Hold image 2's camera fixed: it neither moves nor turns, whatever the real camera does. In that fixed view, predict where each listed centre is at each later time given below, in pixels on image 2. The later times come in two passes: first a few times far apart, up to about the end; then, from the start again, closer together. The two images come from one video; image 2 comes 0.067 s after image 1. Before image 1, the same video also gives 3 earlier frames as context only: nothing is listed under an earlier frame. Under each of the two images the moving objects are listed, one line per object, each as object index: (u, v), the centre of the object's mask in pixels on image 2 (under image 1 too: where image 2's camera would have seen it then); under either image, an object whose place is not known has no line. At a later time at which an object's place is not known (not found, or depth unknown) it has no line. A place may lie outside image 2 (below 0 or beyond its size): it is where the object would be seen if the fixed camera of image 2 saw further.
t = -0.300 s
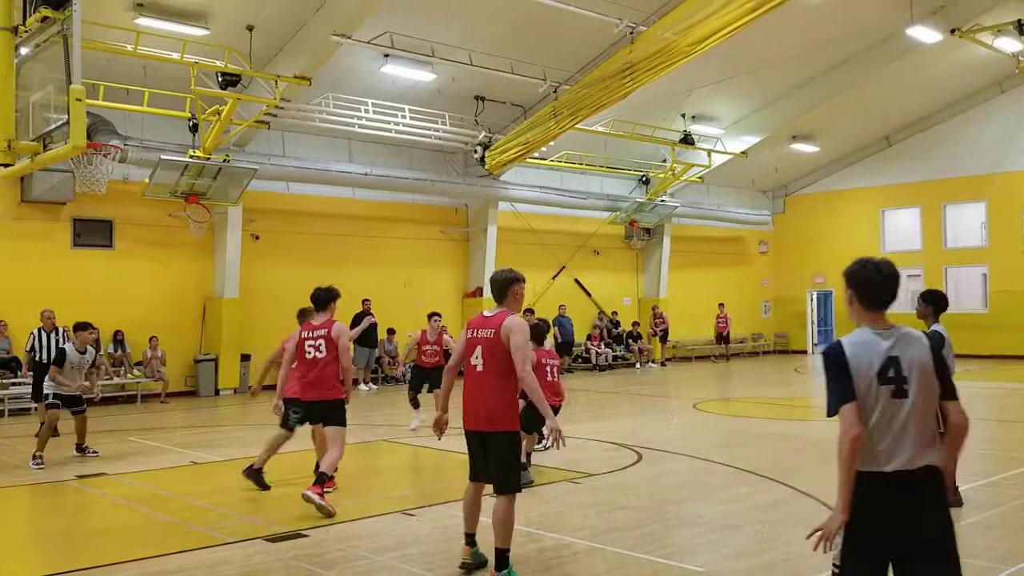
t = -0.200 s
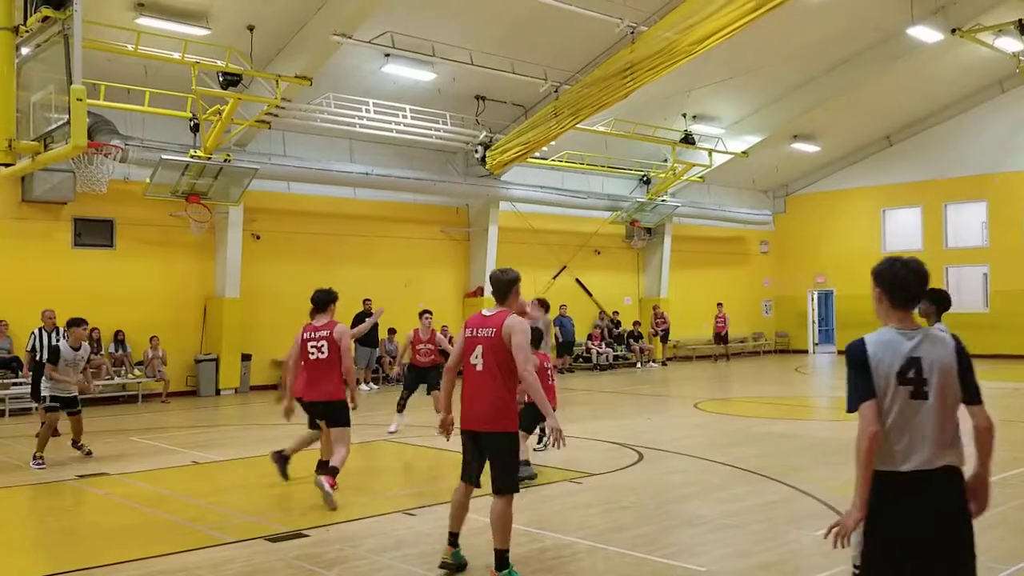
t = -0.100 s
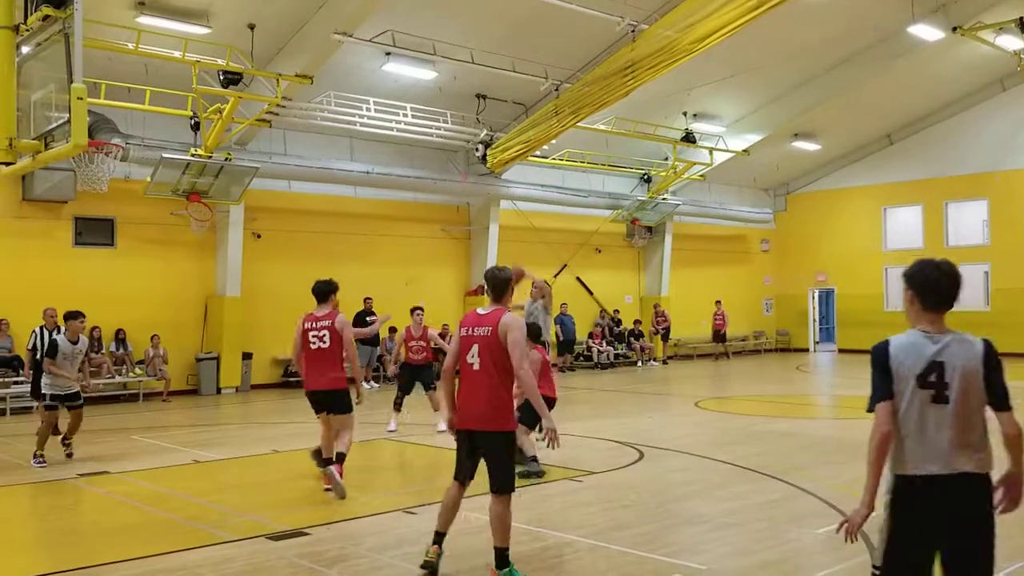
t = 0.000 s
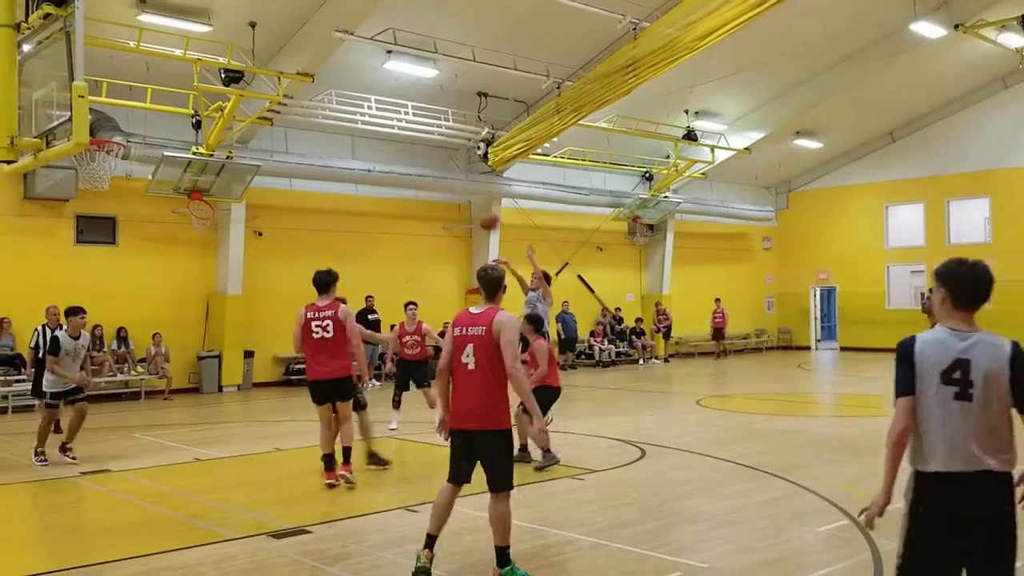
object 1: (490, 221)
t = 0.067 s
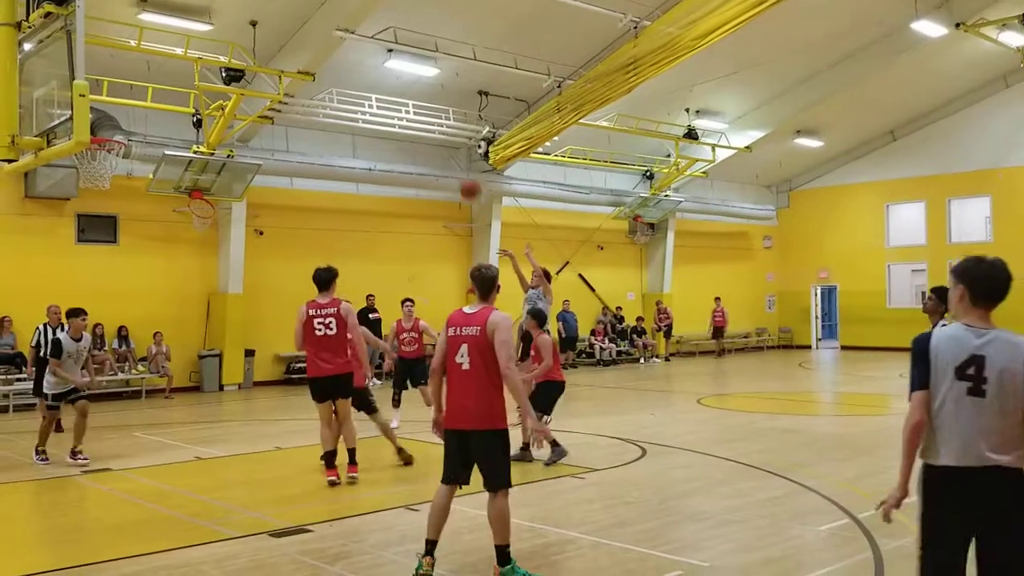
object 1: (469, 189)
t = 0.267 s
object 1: (407, 112)
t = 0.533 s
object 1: (313, 53)
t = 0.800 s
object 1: (204, 62)
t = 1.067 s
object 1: (81, 158)
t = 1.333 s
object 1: (85, 203)
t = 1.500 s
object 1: (95, 269)
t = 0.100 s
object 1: (459, 175)
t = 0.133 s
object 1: (450, 162)
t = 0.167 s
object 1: (438, 148)
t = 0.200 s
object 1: (429, 135)
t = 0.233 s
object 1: (417, 123)
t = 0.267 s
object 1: (407, 112)
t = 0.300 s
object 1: (396, 101)
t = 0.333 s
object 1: (384, 91)
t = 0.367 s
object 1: (373, 82)
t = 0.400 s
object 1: (362, 74)
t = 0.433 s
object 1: (350, 68)
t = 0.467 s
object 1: (337, 62)
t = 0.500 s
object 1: (325, 57)
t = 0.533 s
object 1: (313, 53)
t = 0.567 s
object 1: (300, 51)
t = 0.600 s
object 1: (287, 49)
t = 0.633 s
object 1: (274, 48)
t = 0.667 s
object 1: (261, 48)
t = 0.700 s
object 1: (247, 50)
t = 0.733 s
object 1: (233, 53)
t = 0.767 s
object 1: (219, 56)
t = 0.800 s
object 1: (204, 62)
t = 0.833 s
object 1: (189, 69)
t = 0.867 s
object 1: (174, 76)
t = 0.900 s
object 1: (159, 86)
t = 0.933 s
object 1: (144, 96)
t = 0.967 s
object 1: (127, 110)
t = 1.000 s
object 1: (110, 123)
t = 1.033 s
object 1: (98, 137)
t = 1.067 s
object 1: (81, 158)
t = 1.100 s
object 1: (73, 164)
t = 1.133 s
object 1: (73, 167)
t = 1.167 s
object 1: (74, 174)
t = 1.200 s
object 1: (76, 176)
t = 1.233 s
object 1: (78, 179)
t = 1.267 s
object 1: (80, 186)
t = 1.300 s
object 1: (82, 194)
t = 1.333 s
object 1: (85, 203)
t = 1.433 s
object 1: (90, 238)
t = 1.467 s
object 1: (93, 254)
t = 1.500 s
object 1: (95, 269)
